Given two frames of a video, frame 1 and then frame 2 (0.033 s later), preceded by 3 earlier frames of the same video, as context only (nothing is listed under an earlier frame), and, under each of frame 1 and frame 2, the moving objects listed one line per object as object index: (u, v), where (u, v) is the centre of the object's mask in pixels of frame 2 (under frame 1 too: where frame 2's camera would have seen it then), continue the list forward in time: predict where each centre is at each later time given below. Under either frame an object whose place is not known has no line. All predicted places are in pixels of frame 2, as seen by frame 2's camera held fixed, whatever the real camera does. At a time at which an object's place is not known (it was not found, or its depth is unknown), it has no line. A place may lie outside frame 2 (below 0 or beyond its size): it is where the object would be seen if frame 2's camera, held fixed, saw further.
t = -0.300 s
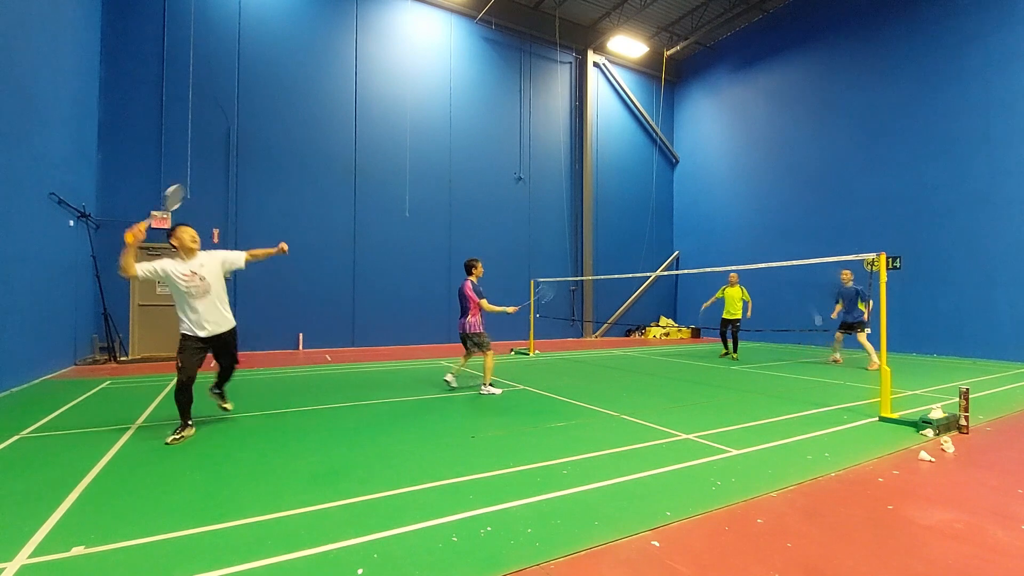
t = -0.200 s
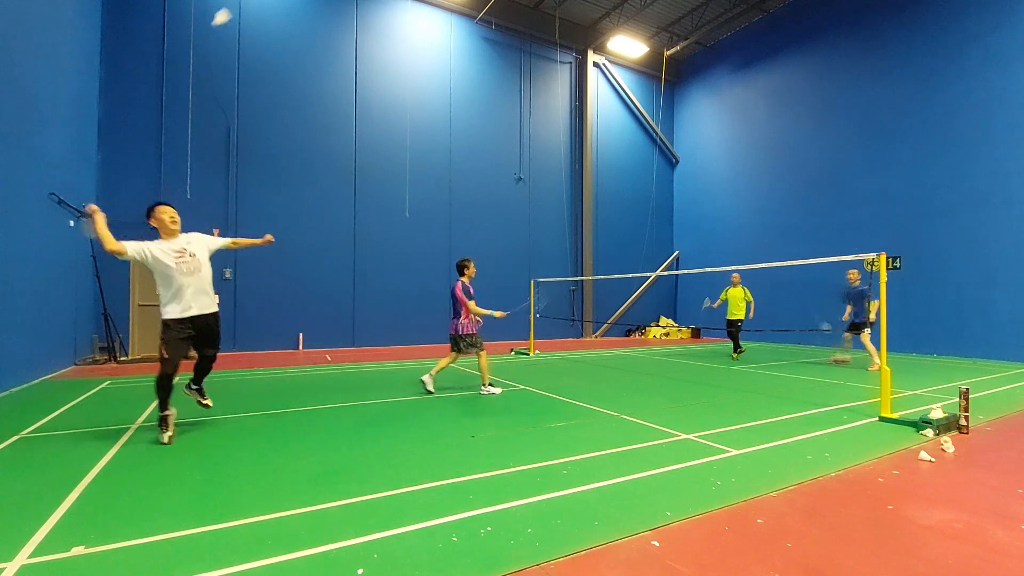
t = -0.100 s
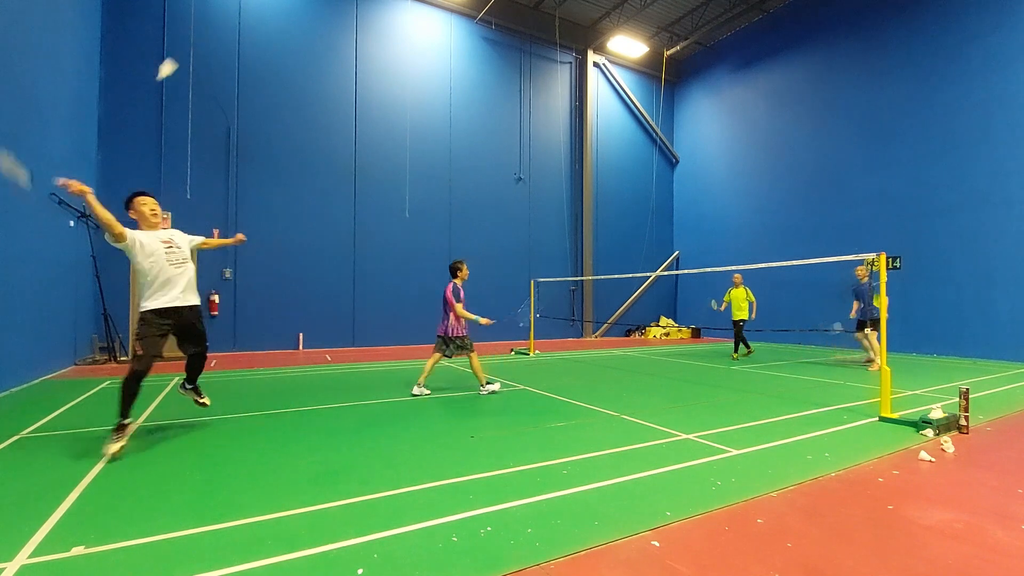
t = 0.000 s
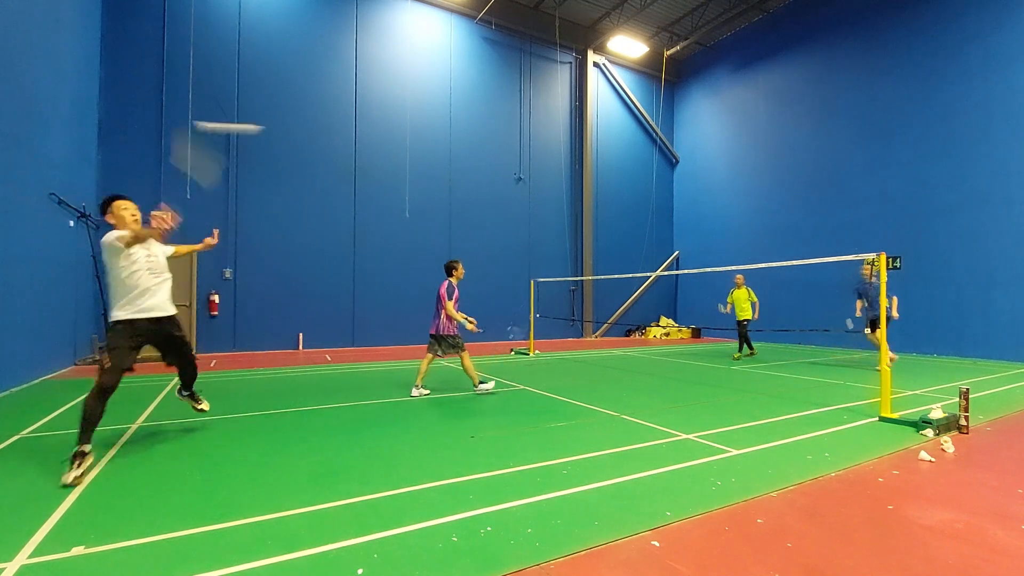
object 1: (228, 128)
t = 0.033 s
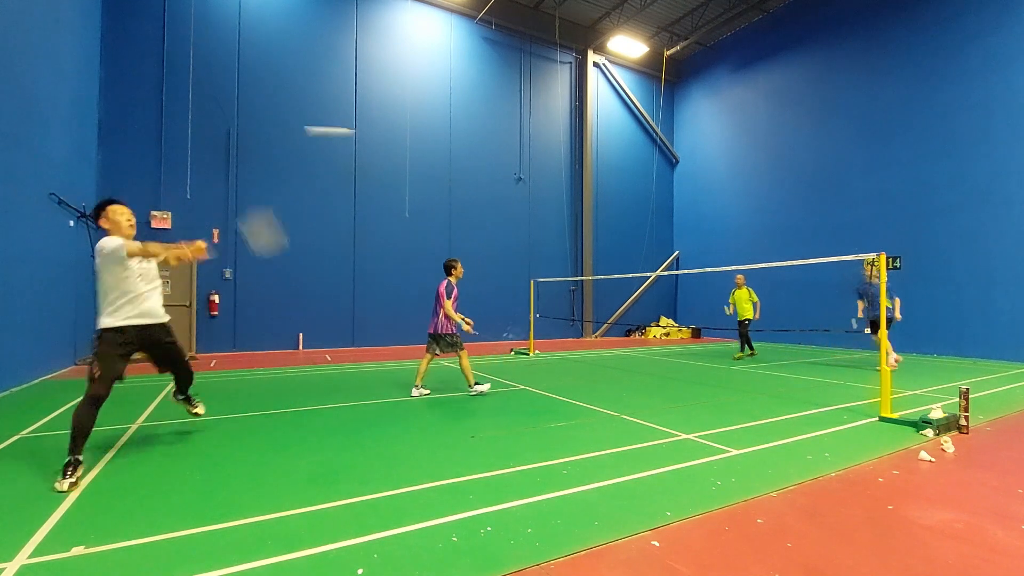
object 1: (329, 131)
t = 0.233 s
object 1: (601, 157)
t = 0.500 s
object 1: (733, 210)
